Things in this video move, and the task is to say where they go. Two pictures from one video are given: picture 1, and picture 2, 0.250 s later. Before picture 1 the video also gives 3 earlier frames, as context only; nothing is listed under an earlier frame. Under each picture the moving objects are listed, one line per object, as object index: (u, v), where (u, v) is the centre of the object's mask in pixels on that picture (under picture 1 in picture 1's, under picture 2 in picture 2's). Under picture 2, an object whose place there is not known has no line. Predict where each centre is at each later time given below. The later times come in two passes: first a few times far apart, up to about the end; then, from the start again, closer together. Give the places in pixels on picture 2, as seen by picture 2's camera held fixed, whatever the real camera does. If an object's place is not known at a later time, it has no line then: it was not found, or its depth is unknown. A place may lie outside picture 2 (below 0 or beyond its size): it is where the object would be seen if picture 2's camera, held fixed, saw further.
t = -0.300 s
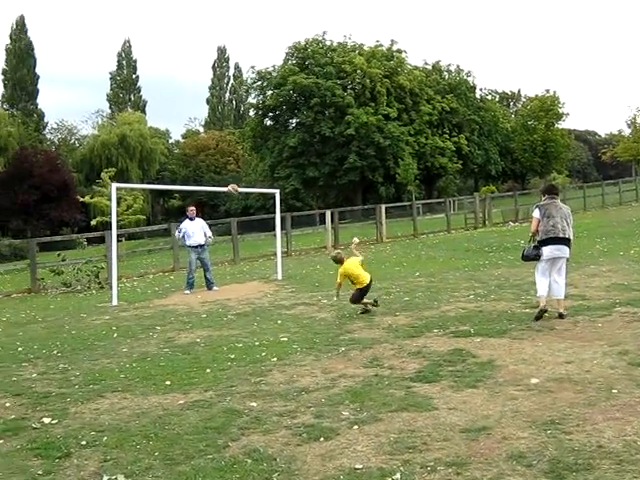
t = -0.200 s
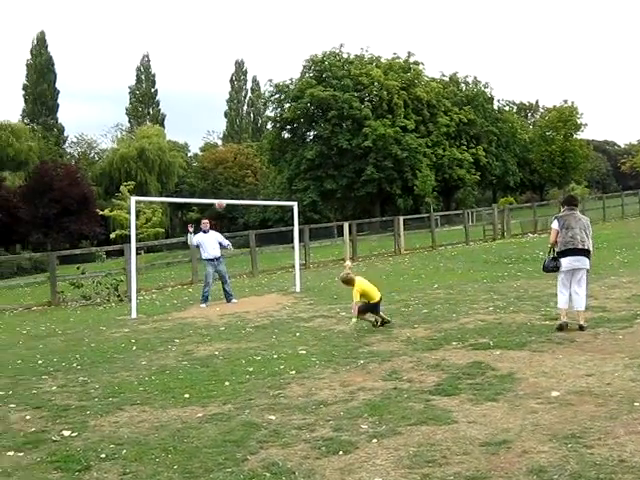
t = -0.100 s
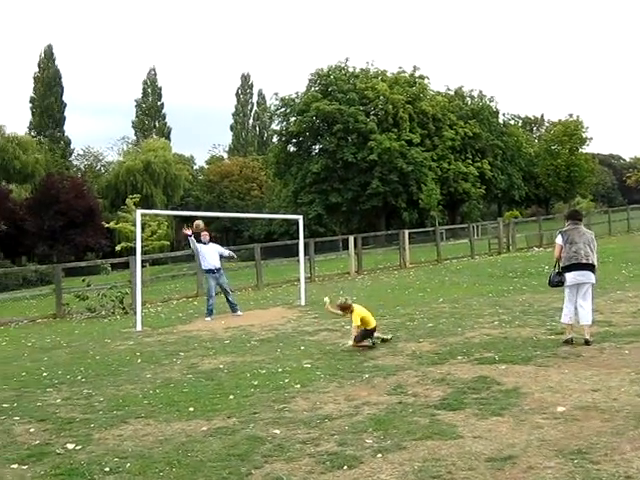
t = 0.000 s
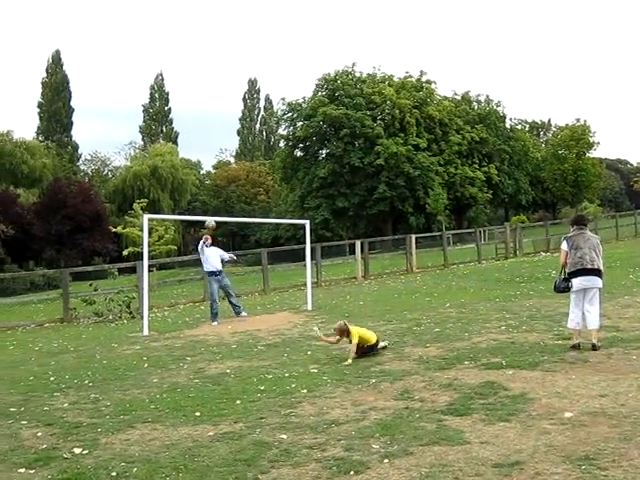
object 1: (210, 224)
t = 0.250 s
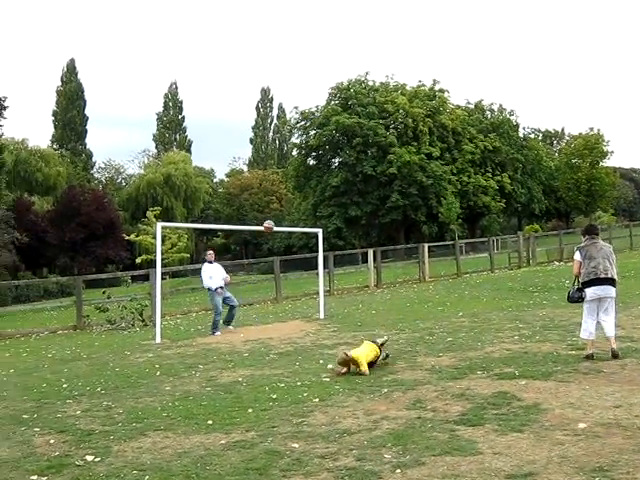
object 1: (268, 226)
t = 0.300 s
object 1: (278, 227)
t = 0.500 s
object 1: (315, 256)
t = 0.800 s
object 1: (369, 338)
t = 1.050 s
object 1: (381, 291)
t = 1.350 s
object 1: (395, 288)
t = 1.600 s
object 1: (406, 335)
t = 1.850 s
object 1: (412, 318)
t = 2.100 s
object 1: (416, 322)
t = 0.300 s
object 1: (278, 227)
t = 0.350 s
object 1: (287, 232)
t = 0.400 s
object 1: (297, 240)
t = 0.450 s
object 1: (306, 247)
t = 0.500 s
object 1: (315, 256)
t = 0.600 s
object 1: (334, 279)
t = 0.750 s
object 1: (362, 327)
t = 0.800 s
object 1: (369, 338)
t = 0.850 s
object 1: (372, 325)
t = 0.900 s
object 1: (374, 314)
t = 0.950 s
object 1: (376, 304)
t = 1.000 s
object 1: (379, 296)
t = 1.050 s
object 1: (381, 291)
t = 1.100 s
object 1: (382, 286)
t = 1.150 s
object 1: (385, 283)
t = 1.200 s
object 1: (387, 281)
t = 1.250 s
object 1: (389, 282)
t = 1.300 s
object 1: (392, 284)
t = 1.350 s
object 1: (395, 288)
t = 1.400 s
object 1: (397, 294)
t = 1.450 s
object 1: (400, 301)
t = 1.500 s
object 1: (402, 311)
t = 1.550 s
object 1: (404, 322)
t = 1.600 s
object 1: (406, 335)
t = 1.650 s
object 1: (410, 349)
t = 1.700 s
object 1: (410, 339)
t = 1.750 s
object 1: (411, 331)
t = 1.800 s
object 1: (412, 323)
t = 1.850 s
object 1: (412, 318)
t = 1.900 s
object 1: (413, 315)
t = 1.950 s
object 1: (413, 313)
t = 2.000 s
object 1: (414, 314)
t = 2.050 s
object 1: (415, 317)
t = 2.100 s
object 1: (416, 322)
